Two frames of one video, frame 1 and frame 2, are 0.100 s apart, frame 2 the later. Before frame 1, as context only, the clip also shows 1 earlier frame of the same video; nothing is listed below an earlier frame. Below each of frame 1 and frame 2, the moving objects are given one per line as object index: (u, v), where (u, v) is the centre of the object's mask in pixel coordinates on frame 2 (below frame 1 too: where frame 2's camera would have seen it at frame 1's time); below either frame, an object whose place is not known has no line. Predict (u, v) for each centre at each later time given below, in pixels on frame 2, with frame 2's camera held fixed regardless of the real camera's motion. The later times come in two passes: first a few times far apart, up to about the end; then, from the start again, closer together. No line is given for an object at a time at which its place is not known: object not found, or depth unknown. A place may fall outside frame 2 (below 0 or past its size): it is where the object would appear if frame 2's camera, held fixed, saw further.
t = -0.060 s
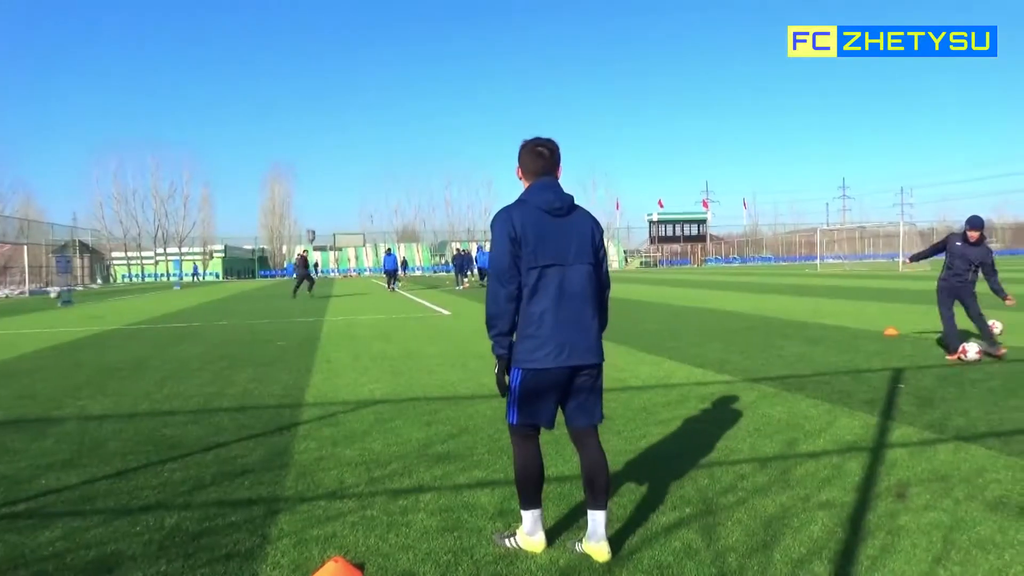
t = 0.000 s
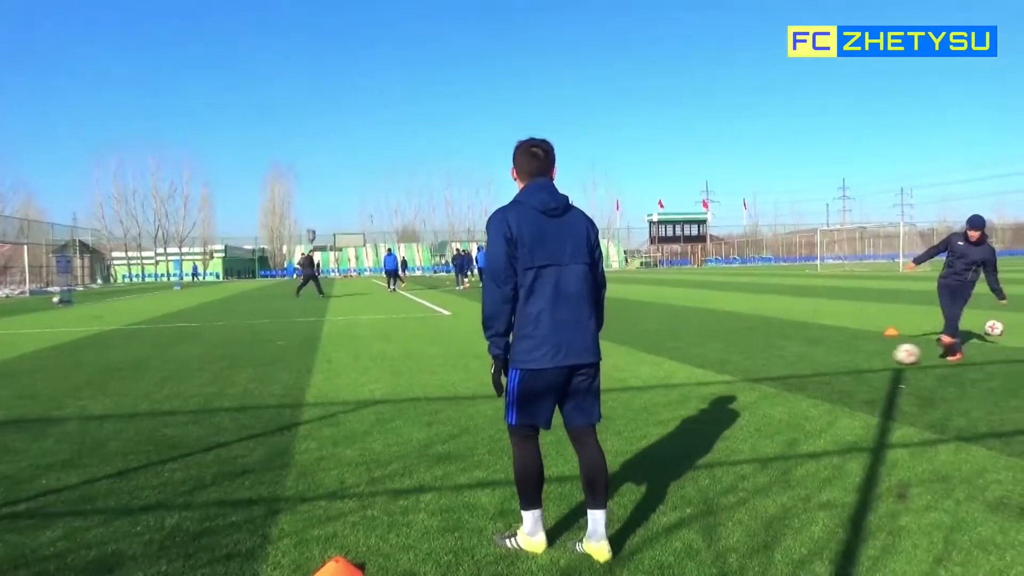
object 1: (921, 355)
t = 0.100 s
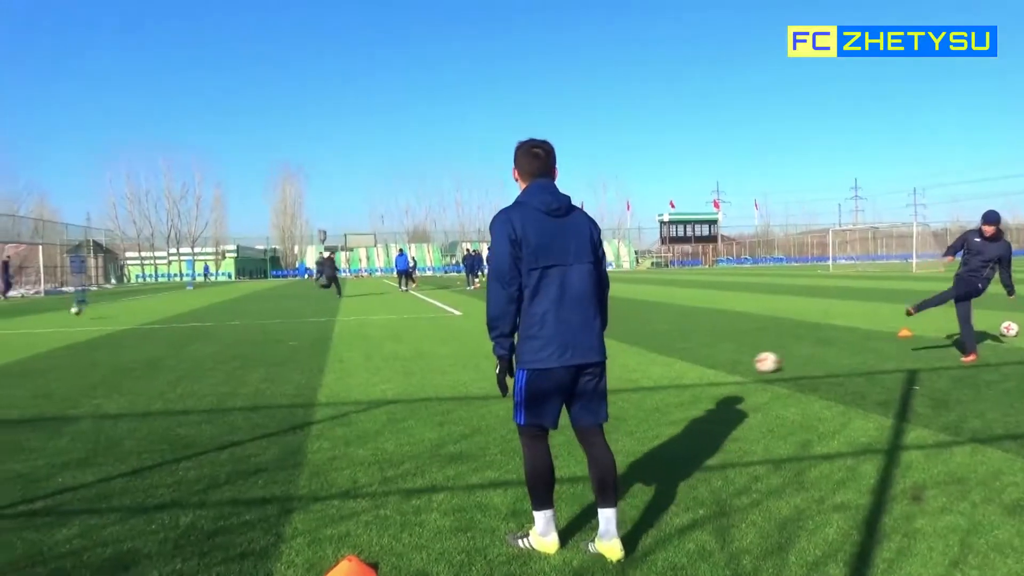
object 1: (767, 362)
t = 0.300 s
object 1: (475, 371)
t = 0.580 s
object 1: (113, 380)
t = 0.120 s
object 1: (736, 364)
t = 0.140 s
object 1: (707, 364)
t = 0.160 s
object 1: (678, 364)
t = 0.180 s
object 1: (649, 365)
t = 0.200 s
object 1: (619, 366)
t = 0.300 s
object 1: (475, 371)
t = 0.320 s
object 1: (448, 371)
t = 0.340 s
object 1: (421, 371)
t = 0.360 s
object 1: (395, 372)
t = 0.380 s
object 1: (367, 373)
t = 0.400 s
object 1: (340, 374)
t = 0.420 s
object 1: (314, 375)
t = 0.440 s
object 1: (288, 375)
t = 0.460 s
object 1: (262, 376)
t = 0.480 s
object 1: (236, 376)
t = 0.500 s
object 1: (210, 377)
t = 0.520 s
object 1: (186, 378)
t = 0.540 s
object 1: (161, 379)
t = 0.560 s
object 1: (137, 379)
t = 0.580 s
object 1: (113, 380)
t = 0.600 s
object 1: (89, 380)
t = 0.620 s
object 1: (66, 381)
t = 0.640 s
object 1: (42, 381)
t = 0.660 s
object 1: (19, 382)
